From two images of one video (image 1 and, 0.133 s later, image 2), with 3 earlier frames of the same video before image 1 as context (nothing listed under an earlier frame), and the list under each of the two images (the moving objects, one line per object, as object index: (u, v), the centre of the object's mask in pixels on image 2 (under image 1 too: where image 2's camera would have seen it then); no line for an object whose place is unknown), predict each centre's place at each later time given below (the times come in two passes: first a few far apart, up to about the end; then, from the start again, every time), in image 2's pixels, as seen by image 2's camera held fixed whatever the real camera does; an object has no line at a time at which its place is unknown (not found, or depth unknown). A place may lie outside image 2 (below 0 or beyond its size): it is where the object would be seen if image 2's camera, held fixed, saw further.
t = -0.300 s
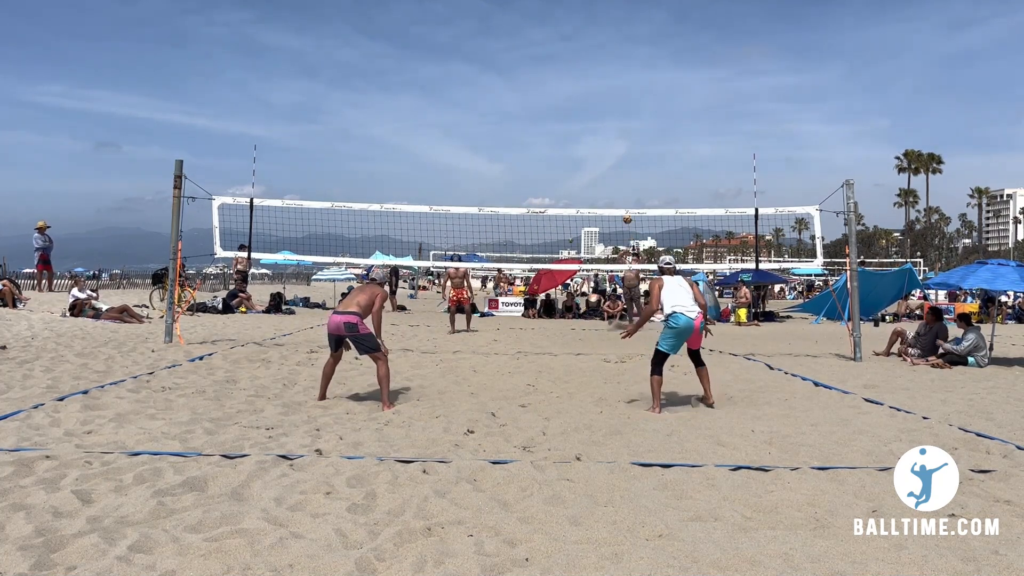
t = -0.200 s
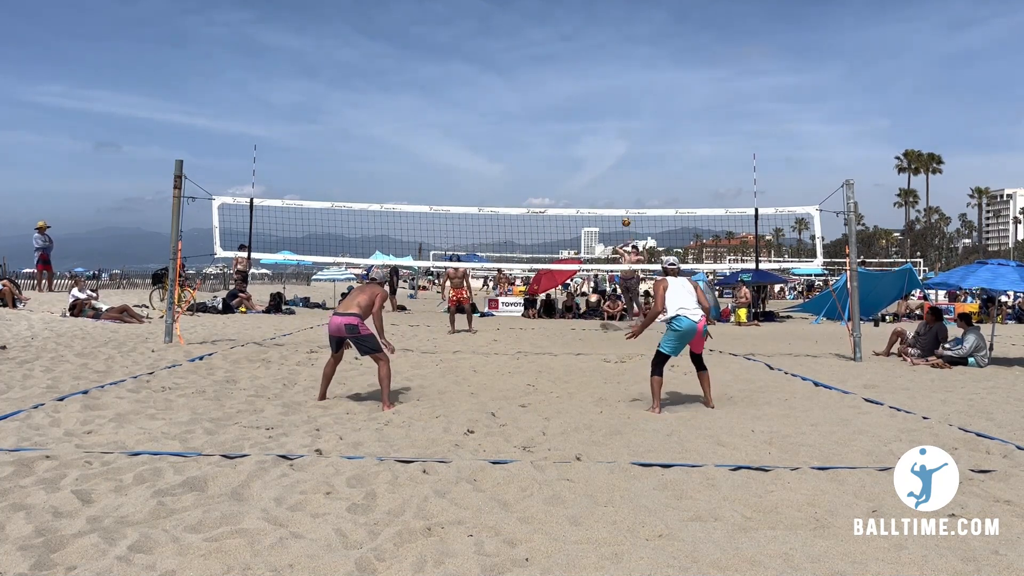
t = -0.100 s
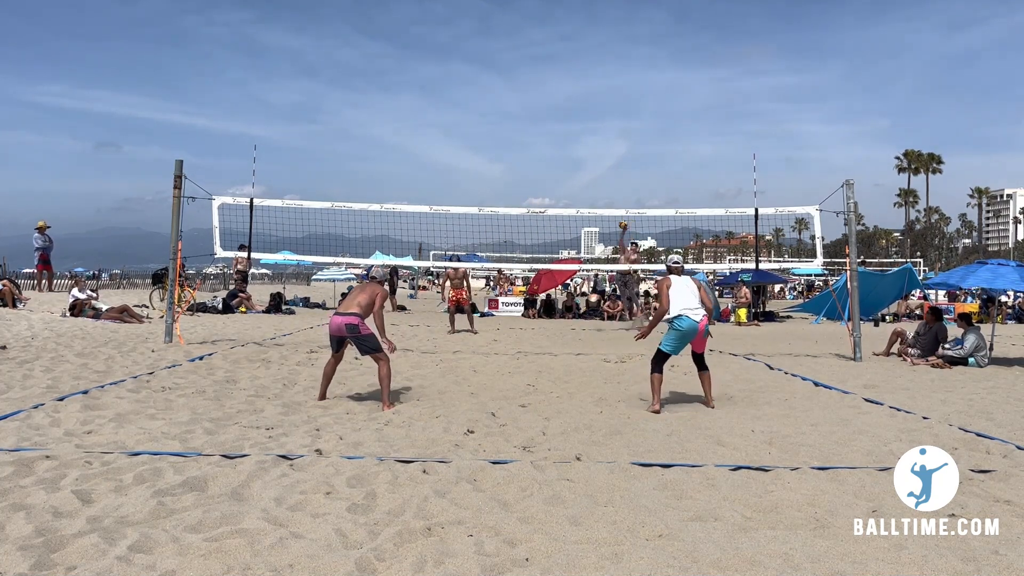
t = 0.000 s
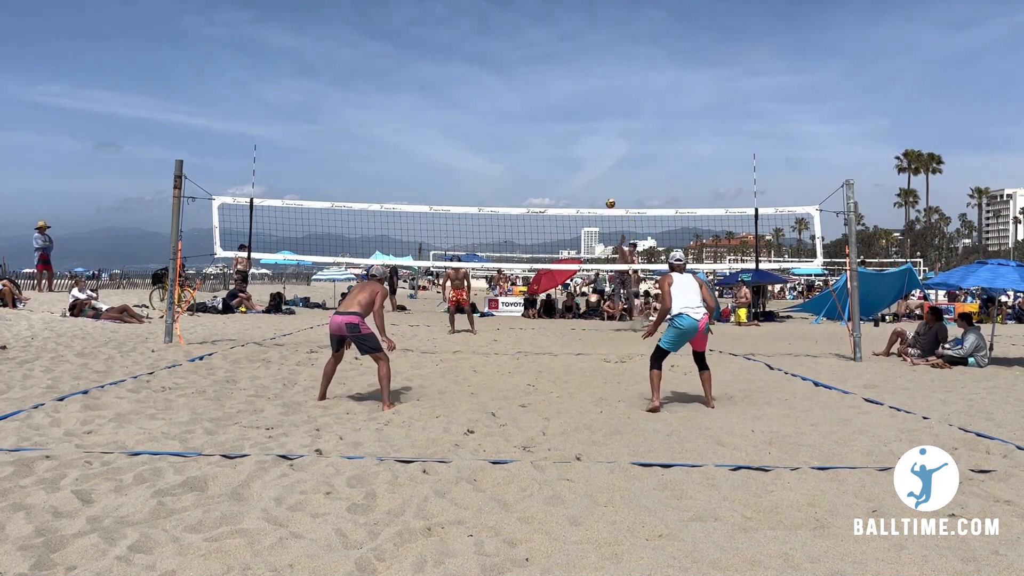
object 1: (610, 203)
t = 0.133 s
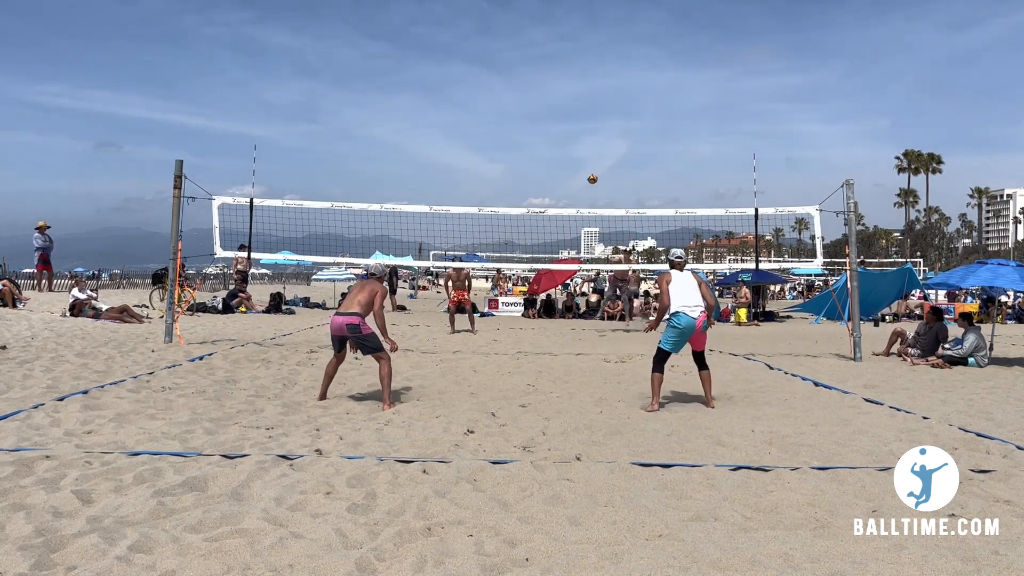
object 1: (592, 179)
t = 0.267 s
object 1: (570, 160)
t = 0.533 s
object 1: (515, 148)
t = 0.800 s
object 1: (443, 187)
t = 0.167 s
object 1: (587, 173)
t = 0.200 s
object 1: (582, 168)
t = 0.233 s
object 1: (576, 164)
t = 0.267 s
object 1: (570, 160)
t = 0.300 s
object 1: (564, 157)
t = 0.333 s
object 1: (558, 154)
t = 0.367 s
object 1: (551, 151)
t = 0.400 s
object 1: (545, 149)
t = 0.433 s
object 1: (538, 148)
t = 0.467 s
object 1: (531, 147)
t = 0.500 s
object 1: (523, 148)
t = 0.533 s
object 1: (515, 148)
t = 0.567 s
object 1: (507, 150)
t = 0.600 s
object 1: (499, 152)
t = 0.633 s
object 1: (490, 156)
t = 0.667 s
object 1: (481, 159)
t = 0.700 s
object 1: (472, 165)
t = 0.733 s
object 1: (463, 171)
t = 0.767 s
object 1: (453, 178)
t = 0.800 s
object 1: (443, 187)
